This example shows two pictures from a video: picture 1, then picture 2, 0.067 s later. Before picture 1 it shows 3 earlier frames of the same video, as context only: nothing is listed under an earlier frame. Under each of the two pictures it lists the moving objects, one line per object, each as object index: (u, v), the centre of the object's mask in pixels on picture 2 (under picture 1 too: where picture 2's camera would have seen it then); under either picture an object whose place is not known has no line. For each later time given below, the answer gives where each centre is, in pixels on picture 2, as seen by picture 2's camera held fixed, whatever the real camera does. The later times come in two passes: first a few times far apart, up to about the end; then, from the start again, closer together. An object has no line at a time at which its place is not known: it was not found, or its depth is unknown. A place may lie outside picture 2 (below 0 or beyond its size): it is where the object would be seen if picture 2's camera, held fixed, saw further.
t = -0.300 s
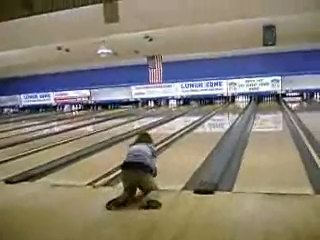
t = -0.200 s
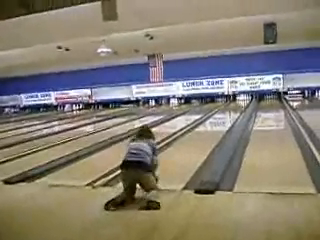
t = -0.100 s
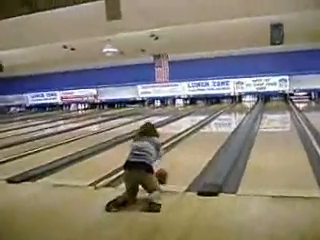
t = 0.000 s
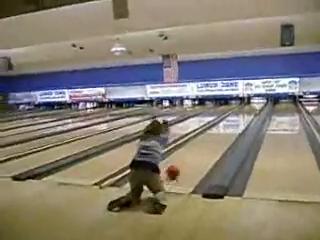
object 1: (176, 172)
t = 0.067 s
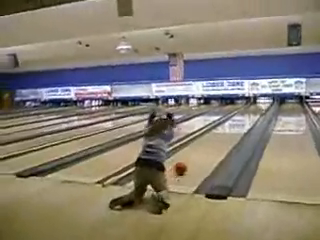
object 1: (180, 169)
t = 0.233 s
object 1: (189, 162)
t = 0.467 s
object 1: (199, 155)
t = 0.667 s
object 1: (207, 150)
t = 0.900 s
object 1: (215, 144)
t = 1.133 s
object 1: (221, 139)
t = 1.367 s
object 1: (227, 136)
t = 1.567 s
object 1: (231, 132)
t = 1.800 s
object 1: (236, 129)
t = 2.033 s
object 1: (241, 127)
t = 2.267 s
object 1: (244, 124)
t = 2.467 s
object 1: (247, 123)
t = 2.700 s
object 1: (251, 121)
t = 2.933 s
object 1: (254, 119)
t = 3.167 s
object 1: (256, 117)
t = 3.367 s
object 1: (260, 117)
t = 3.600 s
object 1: (262, 116)
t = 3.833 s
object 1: (262, 116)
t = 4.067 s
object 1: (262, 115)
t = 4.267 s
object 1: (264, 114)
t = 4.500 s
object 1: (265, 112)
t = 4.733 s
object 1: (265, 112)
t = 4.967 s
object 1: (267, 111)
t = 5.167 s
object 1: (267, 110)
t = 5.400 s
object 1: (266, 110)
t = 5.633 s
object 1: (266, 110)
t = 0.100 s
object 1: (182, 167)
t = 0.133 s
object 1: (184, 166)
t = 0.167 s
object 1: (186, 165)
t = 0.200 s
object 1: (187, 163)
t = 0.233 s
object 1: (189, 162)
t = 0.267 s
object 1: (190, 161)
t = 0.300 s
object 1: (192, 160)
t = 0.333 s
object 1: (193, 159)
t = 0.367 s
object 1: (195, 157)
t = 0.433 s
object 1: (198, 156)
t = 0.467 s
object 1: (199, 155)
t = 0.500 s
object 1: (201, 154)
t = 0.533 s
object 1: (202, 153)
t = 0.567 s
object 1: (203, 152)
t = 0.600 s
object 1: (204, 151)
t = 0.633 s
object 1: (205, 150)
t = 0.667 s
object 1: (207, 150)
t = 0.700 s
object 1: (208, 149)
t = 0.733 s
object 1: (209, 148)
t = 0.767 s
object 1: (210, 147)
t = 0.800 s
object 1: (211, 146)
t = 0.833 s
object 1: (213, 146)
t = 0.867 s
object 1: (214, 145)
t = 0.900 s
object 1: (215, 144)
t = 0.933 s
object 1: (216, 144)
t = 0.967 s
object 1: (217, 143)
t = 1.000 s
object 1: (218, 142)
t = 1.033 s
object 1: (219, 141)
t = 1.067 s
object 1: (220, 141)
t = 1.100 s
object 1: (221, 140)
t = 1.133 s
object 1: (221, 139)
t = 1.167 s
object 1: (222, 139)
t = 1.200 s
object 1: (223, 138)
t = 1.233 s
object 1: (224, 138)
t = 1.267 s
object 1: (225, 137)
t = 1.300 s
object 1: (225, 136)
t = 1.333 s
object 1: (226, 136)
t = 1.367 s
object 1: (227, 136)
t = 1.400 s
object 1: (228, 135)
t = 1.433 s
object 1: (229, 134)
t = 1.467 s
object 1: (229, 134)
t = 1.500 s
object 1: (230, 133)
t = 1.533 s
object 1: (230, 133)
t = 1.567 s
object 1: (231, 132)
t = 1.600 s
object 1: (232, 132)
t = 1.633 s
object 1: (233, 132)
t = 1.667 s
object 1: (234, 131)
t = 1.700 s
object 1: (234, 131)
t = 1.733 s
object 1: (235, 130)
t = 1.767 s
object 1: (235, 130)
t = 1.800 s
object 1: (236, 129)
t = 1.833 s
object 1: (237, 129)
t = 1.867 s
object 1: (237, 128)
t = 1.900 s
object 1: (238, 129)
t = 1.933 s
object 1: (239, 128)
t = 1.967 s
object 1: (240, 127)
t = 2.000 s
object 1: (240, 127)
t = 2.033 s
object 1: (241, 127)
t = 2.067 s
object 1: (241, 126)
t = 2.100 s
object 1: (242, 126)
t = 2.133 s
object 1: (242, 125)
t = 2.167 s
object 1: (243, 126)
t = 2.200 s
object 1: (243, 125)
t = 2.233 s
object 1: (243, 125)
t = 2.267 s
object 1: (244, 124)
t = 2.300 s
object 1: (245, 124)
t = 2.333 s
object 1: (245, 124)
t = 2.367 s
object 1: (246, 124)
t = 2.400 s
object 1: (246, 123)
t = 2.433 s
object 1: (247, 123)
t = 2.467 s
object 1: (247, 123)
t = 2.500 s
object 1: (248, 123)
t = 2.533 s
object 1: (248, 122)
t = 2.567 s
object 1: (249, 122)
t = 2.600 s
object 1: (250, 121)
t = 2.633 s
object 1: (250, 121)
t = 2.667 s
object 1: (251, 121)
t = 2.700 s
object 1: (251, 121)
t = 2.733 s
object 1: (251, 121)
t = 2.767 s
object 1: (252, 121)
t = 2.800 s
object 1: (252, 120)
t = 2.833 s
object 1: (253, 120)
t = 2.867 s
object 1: (253, 120)
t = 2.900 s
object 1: (253, 120)
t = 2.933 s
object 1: (254, 119)
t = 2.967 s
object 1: (254, 119)
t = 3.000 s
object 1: (255, 119)
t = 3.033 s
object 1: (255, 118)
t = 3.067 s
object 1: (255, 118)
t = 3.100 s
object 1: (256, 118)
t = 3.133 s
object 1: (256, 117)
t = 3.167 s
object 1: (256, 117)
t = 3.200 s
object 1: (257, 117)
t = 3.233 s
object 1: (257, 117)
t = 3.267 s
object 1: (257, 117)
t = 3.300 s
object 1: (258, 117)
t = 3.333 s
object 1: (258, 117)
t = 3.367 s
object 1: (260, 117)
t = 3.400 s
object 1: (262, 117)
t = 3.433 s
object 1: (262, 117)
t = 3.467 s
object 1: (262, 116)
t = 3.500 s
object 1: (262, 116)
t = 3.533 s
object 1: (262, 116)
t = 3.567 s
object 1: (262, 116)
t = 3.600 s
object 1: (262, 116)
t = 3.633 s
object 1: (262, 116)
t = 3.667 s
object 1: (262, 115)
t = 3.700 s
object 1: (262, 116)
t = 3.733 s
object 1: (262, 116)
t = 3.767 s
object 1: (262, 115)
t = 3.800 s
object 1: (262, 116)
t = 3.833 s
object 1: (262, 116)
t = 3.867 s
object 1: (262, 116)
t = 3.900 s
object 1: (262, 116)
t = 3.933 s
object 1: (262, 116)
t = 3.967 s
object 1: (263, 115)
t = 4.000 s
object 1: (262, 115)
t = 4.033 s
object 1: (262, 115)
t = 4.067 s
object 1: (262, 115)
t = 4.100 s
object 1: (262, 115)
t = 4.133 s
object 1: (263, 115)
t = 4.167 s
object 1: (263, 114)
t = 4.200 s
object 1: (263, 114)
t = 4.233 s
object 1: (263, 114)
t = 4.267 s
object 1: (264, 114)
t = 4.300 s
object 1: (264, 113)
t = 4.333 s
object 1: (264, 113)
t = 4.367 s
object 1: (264, 113)
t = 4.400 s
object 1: (264, 113)
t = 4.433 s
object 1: (265, 113)
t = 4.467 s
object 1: (265, 113)
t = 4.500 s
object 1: (265, 112)
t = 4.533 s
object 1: (265, 112)
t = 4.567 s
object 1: (265, 113)
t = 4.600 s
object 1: (265, 112)
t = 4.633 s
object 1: (265, 112)
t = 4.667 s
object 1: (265, 112)
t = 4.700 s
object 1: (265, 112)
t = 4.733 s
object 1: (265, 112)
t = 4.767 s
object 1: (265, 112)
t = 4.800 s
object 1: (266, 111)
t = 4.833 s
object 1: (266, 111)
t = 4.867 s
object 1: (266, 111)
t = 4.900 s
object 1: (267, 110)
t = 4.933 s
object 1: (267, 110)
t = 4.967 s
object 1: (267, 111)
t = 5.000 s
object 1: (266, 111)
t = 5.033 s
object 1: (267, 110)
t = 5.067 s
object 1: (267, 110)
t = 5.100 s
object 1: (268, 109)
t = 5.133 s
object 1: (267, 109)
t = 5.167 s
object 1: (267, 110)
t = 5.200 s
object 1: (267, 110)
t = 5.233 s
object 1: (267, 110)
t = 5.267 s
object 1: (267, 110)
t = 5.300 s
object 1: (267, 110)
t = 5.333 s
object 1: (268, 109)
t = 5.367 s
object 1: (267, 110)
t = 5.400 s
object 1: (266, 110)
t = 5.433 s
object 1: (267, 110)
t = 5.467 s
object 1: (267, 109)
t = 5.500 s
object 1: (268, 109)
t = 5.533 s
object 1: (268, 109)
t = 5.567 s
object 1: (268, 109)
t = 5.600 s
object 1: (267, 109)
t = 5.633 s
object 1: (266, 110)
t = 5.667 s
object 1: (266, 111)
